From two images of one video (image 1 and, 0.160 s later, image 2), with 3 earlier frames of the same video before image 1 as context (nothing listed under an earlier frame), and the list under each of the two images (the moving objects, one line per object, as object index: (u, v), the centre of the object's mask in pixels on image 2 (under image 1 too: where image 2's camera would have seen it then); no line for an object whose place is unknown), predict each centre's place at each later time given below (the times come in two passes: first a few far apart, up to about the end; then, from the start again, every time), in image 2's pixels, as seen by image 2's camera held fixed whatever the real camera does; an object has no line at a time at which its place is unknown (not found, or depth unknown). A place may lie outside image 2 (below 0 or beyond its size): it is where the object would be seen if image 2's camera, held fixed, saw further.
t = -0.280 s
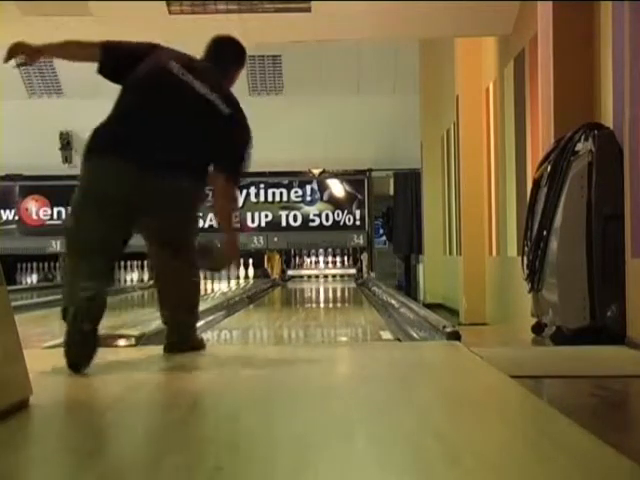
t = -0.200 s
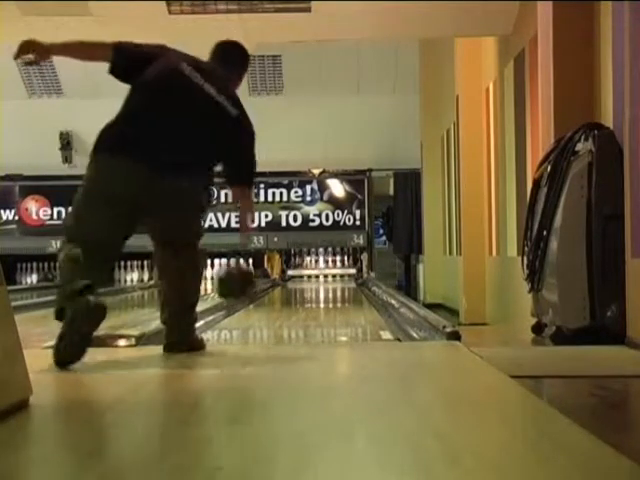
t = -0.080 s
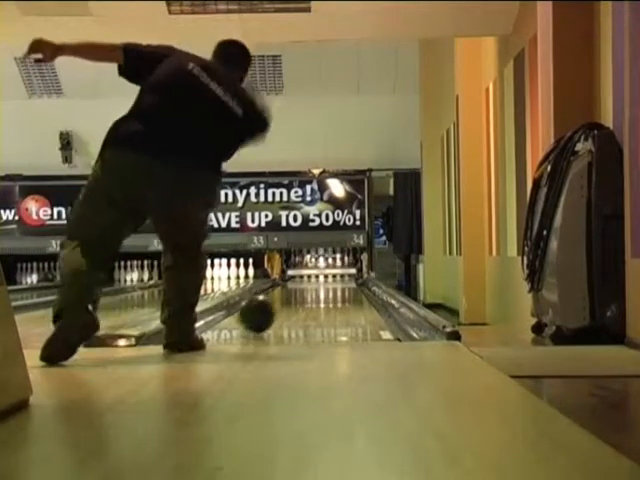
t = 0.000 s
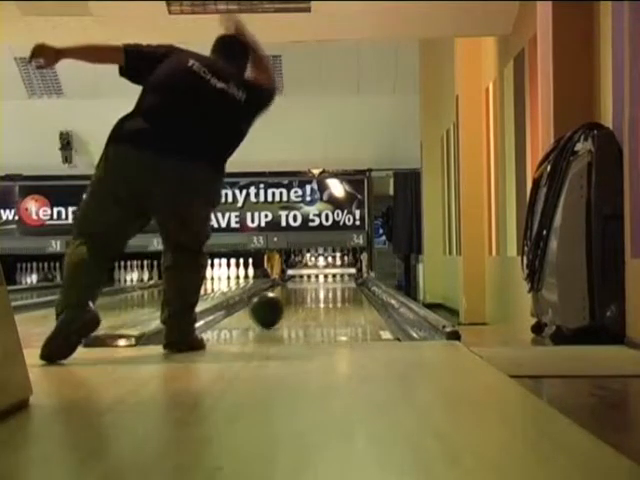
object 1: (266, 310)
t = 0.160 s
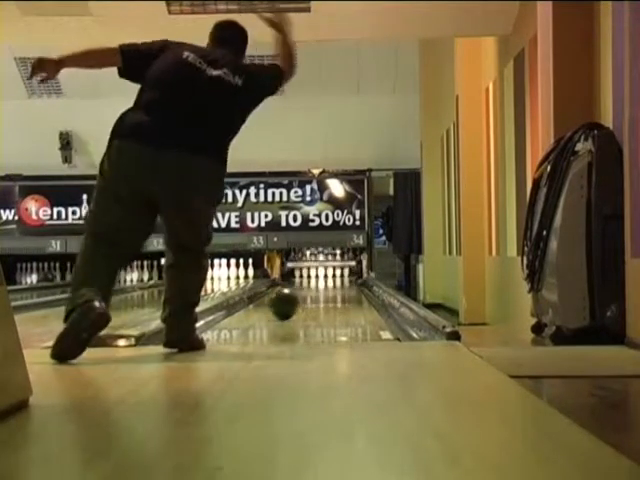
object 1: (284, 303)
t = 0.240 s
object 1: (291, 301)
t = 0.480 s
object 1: (305, 293)
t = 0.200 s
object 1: (287, 302)
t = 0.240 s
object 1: (291, 301)
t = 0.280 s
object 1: (293, 299)
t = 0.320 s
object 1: (296, 298)
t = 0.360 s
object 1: (300, 297)
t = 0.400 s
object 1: (302, 296)
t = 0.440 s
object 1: (304, 295)
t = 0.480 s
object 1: (305, 293)
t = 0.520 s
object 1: (308, 293)
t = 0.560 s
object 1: (310, 292)
